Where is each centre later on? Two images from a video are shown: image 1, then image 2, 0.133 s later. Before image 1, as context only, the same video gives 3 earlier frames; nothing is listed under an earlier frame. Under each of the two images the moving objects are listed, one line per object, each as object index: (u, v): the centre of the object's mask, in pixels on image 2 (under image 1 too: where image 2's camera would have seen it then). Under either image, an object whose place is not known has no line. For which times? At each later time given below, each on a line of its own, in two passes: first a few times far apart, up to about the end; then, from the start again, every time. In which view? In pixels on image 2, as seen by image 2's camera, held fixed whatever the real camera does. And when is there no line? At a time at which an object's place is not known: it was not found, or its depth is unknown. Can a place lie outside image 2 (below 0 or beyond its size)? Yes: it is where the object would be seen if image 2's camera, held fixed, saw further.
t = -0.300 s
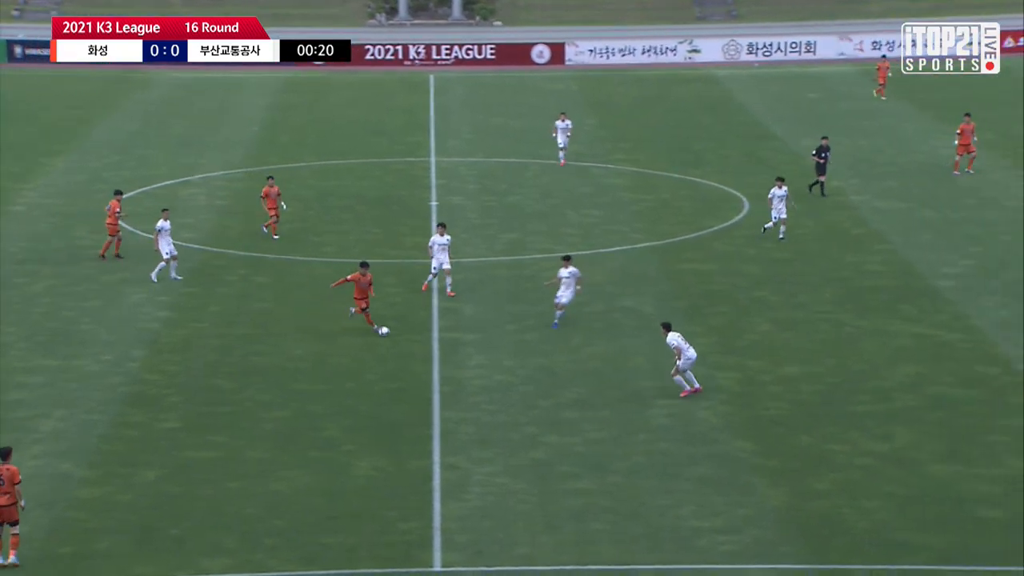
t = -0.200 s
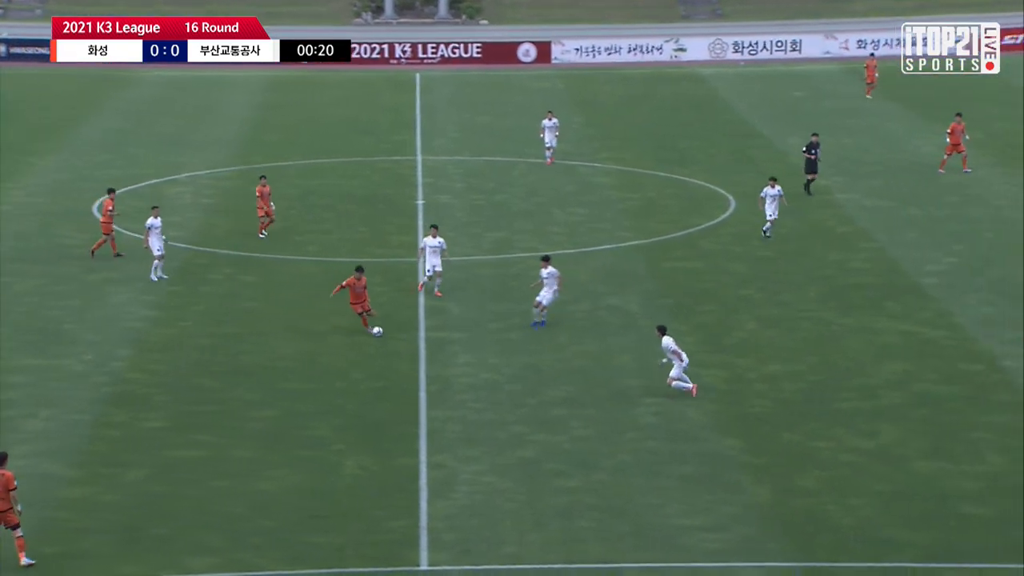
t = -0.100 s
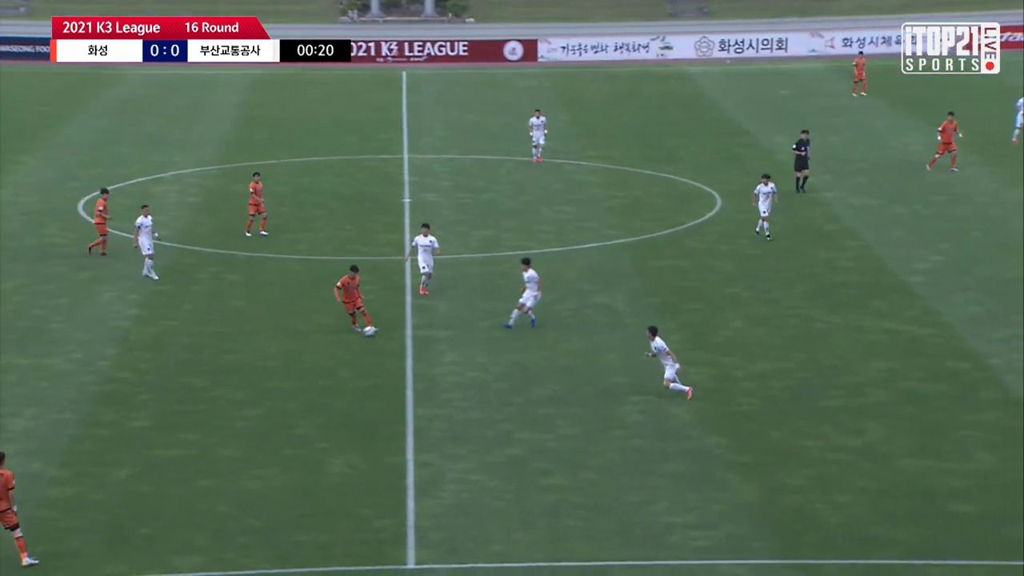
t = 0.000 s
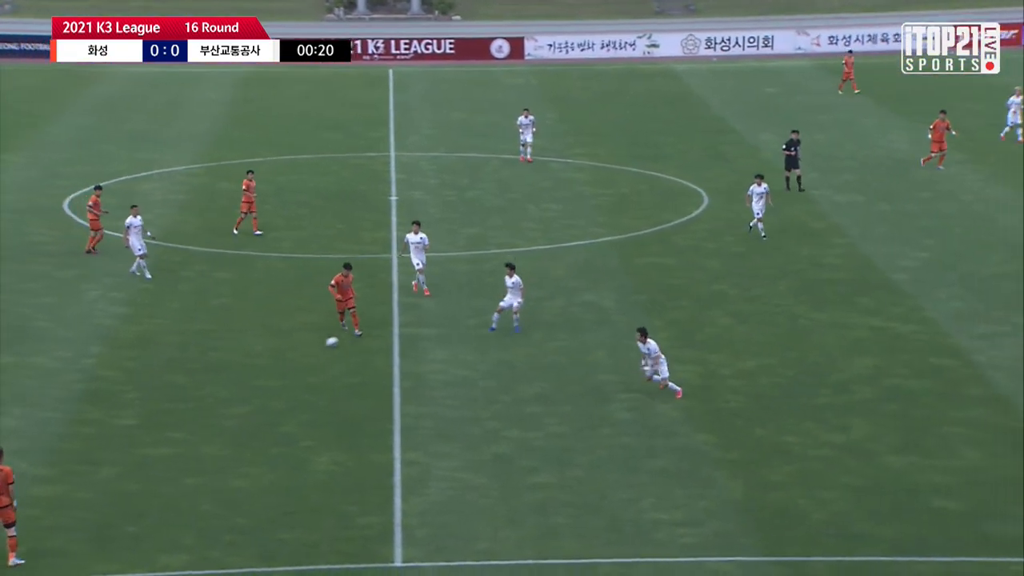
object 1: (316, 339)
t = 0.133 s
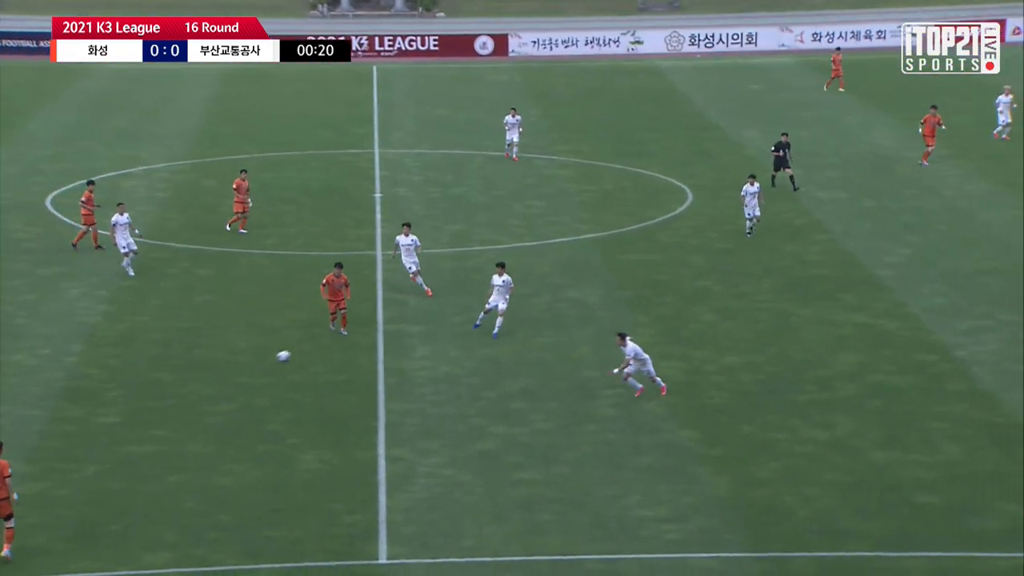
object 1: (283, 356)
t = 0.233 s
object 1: (258, 369)
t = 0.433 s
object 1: (209, 394)
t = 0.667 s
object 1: (155, 422)
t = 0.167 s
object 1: (275, 361)
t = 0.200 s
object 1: (266, 365)
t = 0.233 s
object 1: (258, 369)
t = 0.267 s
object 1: (250, 373)
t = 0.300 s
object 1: (242, 377)
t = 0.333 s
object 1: (234, 381)
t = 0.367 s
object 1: (225, 386)
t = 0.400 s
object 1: (217, 390)
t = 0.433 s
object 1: (209, 394)
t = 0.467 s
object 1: (201, 398)
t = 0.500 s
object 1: (193, 402)
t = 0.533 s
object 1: (185, 407)
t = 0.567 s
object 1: (177, 410)
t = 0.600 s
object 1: (170, 413)
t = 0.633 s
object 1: (162, 417)
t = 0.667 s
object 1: (155, 422)
